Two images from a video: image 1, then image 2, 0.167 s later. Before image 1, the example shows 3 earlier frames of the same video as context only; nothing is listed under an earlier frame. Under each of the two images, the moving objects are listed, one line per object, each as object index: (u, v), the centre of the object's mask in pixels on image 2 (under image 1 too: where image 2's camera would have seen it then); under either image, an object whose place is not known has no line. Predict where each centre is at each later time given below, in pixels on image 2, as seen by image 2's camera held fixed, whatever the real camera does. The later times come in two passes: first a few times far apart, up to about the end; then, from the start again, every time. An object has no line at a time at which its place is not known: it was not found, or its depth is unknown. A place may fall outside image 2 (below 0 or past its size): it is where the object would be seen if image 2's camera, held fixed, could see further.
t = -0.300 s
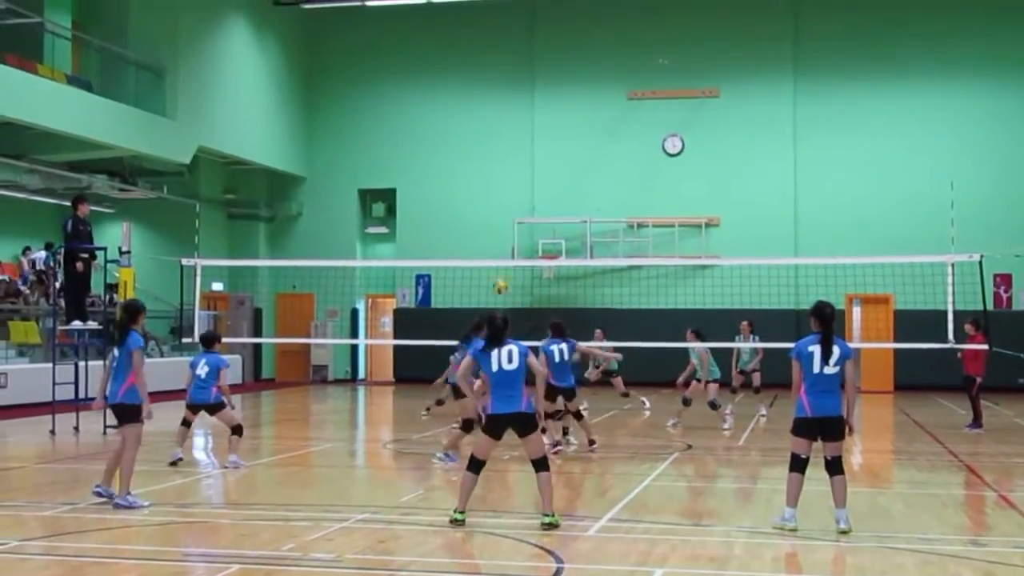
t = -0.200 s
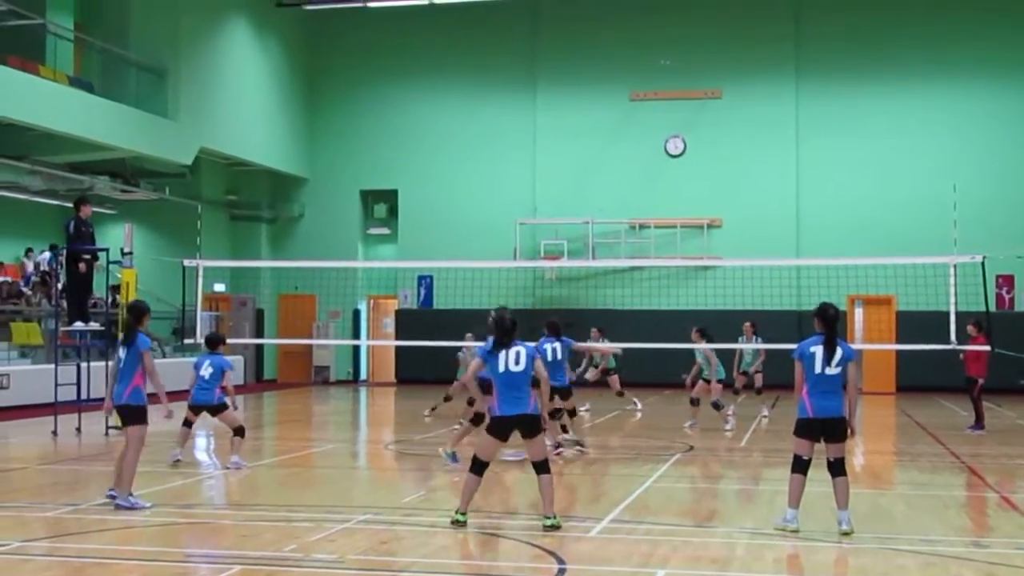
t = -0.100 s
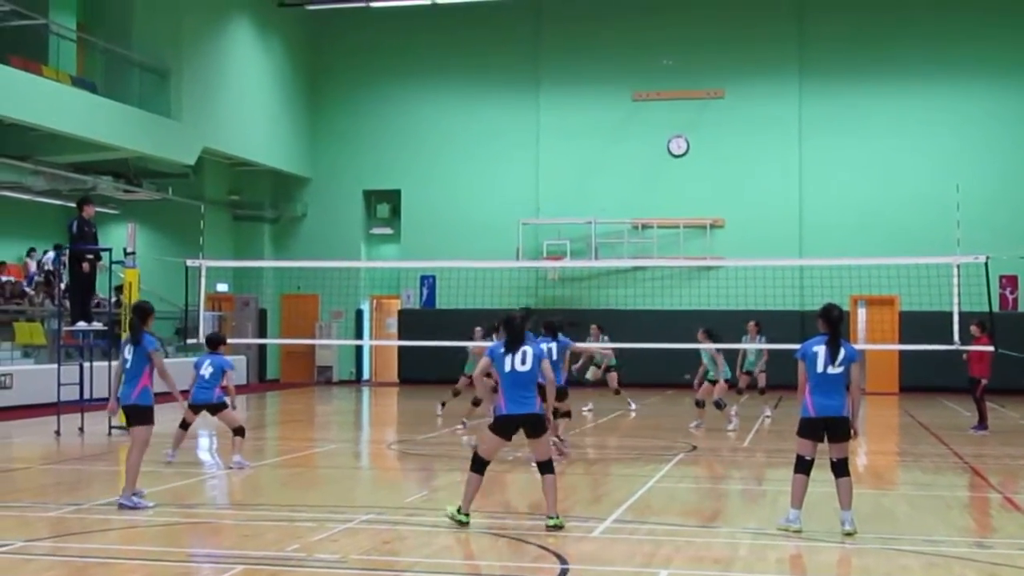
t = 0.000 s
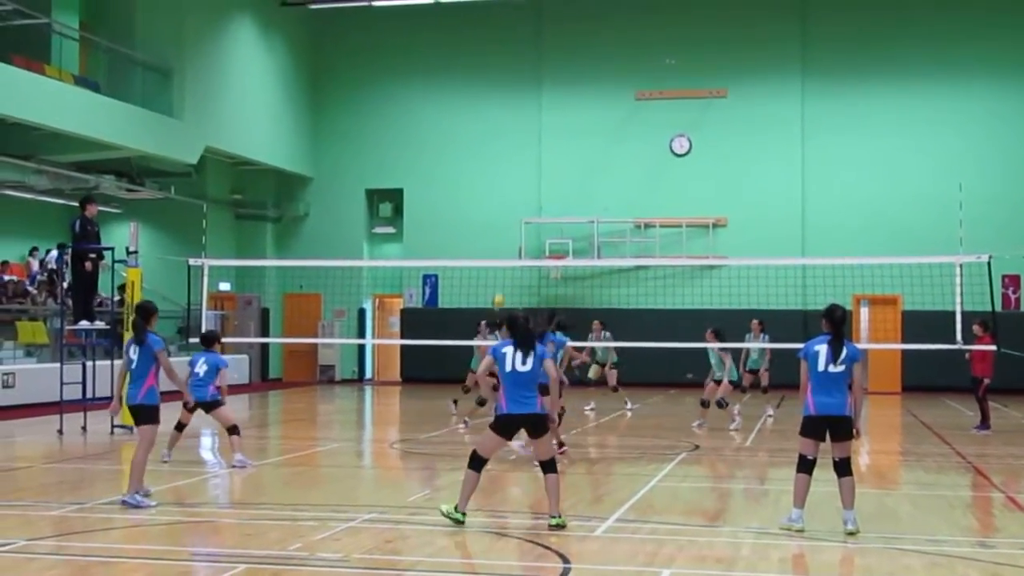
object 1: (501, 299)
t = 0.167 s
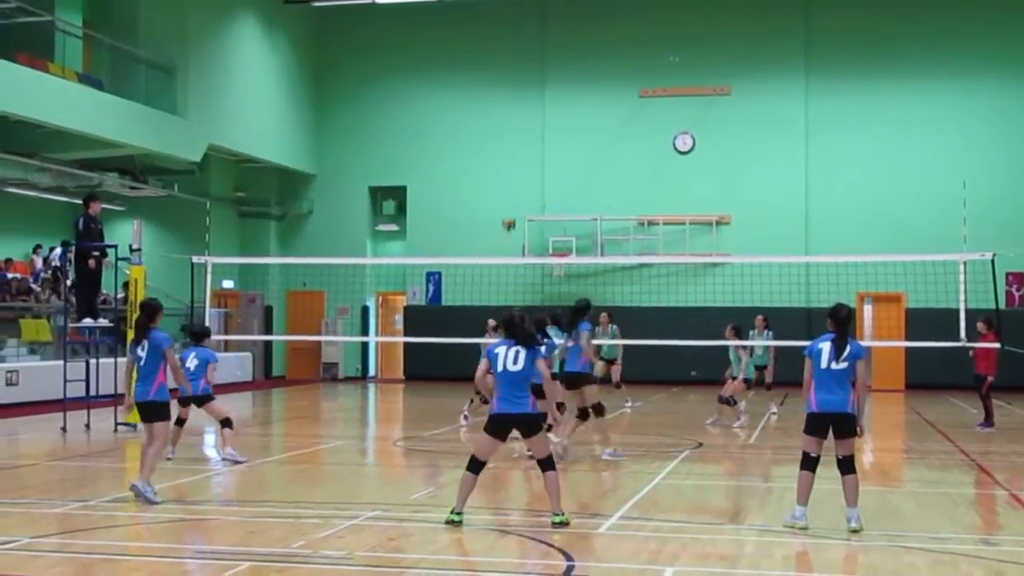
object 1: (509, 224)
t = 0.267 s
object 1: (513, 188)
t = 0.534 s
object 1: (524, 120)
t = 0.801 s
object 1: (534, 99)
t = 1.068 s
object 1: (546, 129)
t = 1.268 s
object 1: (554, 186)
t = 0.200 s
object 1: (510, 211)
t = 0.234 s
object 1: (511, 199)
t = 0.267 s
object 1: (513, 188)
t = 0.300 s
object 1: (514, 177)
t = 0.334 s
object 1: (516, 166)
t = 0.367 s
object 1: (516, 157)
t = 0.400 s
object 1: (518, 148)
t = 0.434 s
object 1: (519, 140)
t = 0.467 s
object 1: (521, 132)
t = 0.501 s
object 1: (522, 126)
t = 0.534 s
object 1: (524, 120)
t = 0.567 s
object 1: (524, 114)
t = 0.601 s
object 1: (526, 111)
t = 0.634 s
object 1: (528, 106)
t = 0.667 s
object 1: (528, 104)
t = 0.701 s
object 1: (530, 102)
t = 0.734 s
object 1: (532, 101)
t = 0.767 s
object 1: (533, 100)
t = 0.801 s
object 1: (534, 99)
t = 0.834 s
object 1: (536, 100)
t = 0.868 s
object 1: (537, 101)
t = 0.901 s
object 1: (539, 104)
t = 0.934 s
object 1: (540, 108)
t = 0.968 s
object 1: (541, 111)
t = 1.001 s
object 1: (543, 116)
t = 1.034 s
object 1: (545, 123)
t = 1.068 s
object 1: (546, 129)
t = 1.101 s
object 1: (548, 136)
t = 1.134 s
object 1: (549, 144)
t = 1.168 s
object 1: (550, 154)
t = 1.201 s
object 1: (552, 164)
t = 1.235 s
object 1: (553, 173)
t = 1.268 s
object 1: (554, 186)
